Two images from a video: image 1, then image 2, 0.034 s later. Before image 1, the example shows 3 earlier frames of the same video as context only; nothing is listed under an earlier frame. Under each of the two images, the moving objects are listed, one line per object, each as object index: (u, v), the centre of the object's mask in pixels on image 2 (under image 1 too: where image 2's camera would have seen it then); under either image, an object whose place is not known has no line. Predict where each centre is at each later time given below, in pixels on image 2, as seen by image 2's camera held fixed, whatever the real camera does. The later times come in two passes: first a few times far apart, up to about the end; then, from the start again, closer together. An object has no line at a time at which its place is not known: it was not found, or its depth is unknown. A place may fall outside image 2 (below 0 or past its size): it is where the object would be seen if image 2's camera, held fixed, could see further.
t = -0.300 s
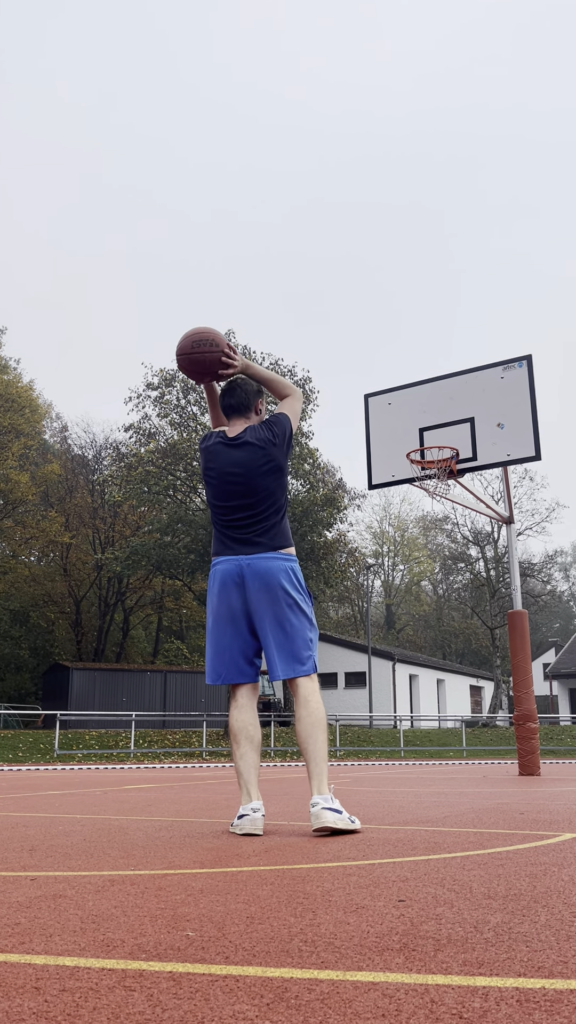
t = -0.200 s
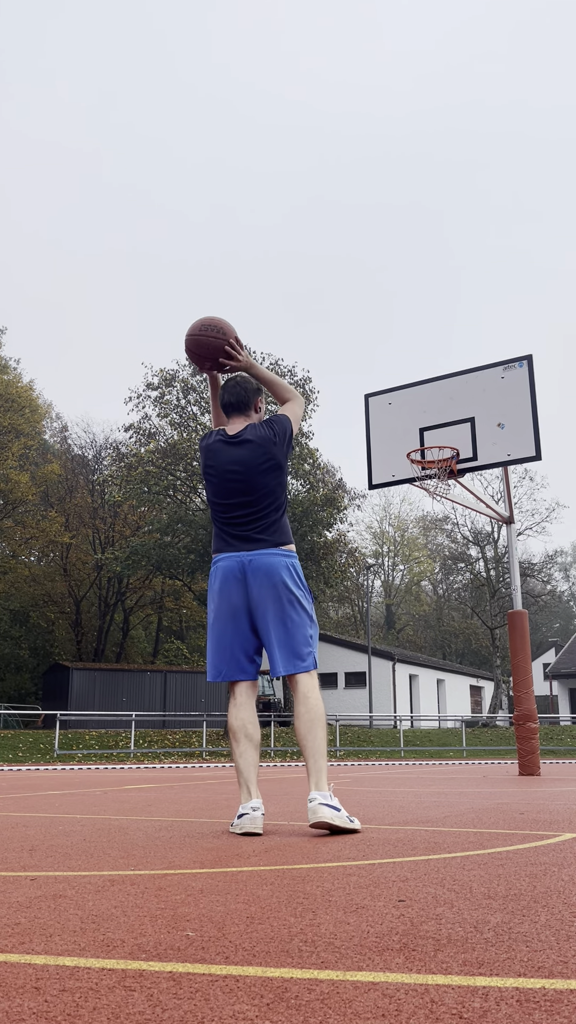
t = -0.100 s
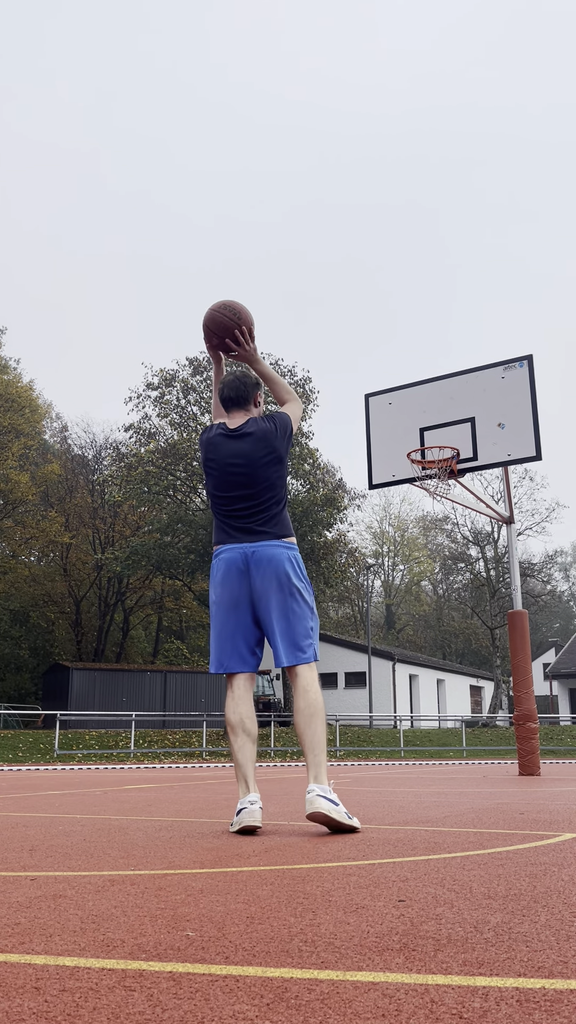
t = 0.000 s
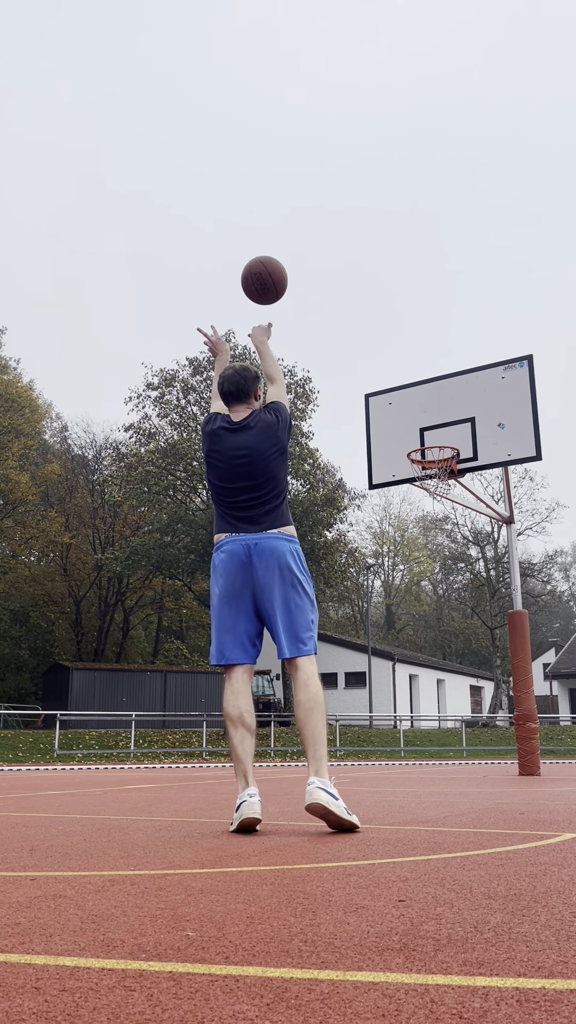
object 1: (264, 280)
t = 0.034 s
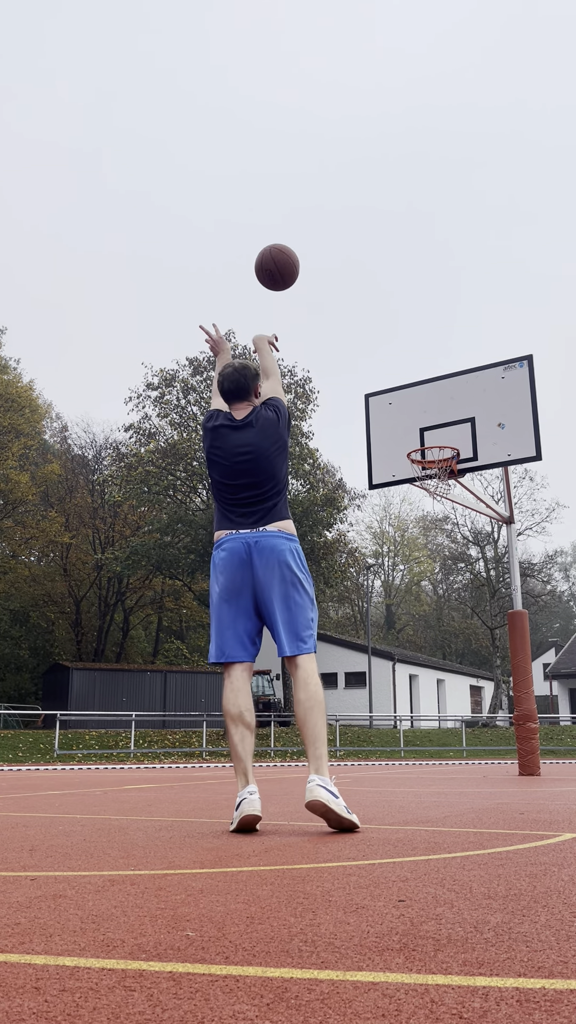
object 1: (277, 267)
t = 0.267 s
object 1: (345, 240)
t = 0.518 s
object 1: (393, 288)
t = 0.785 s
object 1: (430, 391)
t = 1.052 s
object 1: (416, 494)
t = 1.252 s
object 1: (378, 581)
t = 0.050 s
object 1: (283, 262)
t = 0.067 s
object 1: (289, 257)
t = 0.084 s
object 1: (294, 253)
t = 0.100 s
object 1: (300, 249)
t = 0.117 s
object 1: (305, 246)
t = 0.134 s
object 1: (310, 244)
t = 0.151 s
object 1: (315, 242)
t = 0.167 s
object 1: (320, 240)
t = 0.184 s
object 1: (324, 239)
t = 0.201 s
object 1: (329, 239)
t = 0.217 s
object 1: (333, 238)
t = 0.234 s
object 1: (337, 238)
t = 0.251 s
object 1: (341, 239)
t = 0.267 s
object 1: (345, 240)
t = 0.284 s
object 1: (349, 241)
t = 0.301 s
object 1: (353, 243)
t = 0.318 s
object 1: (356, 245)
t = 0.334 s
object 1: (360, 247)
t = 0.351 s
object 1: (363, 250)
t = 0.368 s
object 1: (366, 253)
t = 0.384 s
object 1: (370, 256)
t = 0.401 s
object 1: (373, 259)
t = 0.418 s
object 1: (376, 262)
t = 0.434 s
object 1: (379, 266)
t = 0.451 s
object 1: (382, 270)
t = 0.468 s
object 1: (385, 274)
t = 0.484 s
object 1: (387, 279)
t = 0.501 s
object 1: (390, 283)
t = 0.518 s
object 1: (393, 288)
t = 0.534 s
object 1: (395, 293)
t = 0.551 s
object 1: (398, 299)
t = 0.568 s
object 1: (401, 304)
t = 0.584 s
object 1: (403, 310)
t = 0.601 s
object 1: (406, 316)
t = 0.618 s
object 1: (408, 322)
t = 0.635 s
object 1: (410, 328)
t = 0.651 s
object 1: (413, 334)
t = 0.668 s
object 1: (415, 341)
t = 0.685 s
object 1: (418, 348)
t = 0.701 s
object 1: (420, 355)
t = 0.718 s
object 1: (422, 362)
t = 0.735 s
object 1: (424, 369)
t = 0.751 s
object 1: (426, 376)
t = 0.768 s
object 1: (428, 384)
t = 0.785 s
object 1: (430, 391)
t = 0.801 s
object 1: (432, 399)
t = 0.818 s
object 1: (435, 407)
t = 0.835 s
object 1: (437, 415)
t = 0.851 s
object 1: (439, 423)
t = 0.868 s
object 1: (440, 432)
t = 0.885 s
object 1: (443, 439)
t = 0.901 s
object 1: (443, 448)
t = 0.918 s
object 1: (443, 455)
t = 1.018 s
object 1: (422, 482)
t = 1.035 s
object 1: (419, 488)
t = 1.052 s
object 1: (416, 494)
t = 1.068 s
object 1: (413, 499)
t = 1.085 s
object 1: (410, 505)
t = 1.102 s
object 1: (406, 512)
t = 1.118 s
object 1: (403, 519)
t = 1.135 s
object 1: (400, 526)
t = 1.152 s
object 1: (397, 533)
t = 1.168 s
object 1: (394, 540)
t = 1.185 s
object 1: (391, 548)
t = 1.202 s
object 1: (387, 555)
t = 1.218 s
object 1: (384, 564)
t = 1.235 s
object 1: (381, 572)
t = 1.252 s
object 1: (378, 581)
